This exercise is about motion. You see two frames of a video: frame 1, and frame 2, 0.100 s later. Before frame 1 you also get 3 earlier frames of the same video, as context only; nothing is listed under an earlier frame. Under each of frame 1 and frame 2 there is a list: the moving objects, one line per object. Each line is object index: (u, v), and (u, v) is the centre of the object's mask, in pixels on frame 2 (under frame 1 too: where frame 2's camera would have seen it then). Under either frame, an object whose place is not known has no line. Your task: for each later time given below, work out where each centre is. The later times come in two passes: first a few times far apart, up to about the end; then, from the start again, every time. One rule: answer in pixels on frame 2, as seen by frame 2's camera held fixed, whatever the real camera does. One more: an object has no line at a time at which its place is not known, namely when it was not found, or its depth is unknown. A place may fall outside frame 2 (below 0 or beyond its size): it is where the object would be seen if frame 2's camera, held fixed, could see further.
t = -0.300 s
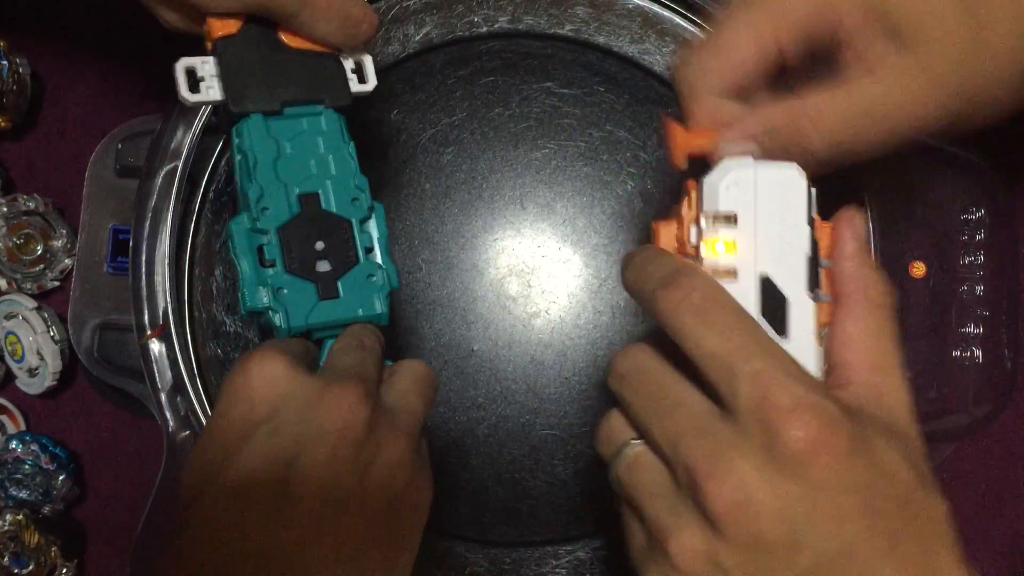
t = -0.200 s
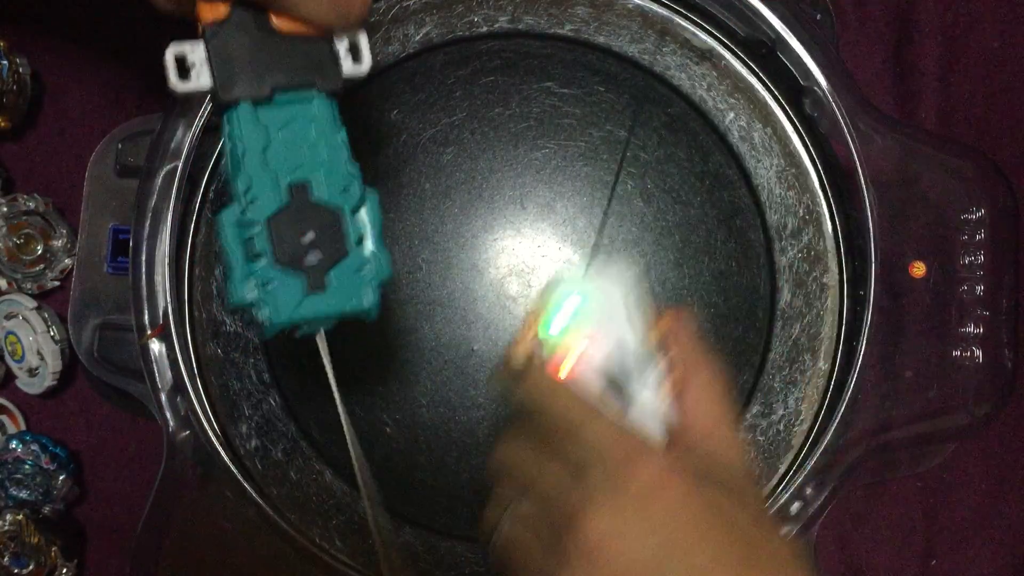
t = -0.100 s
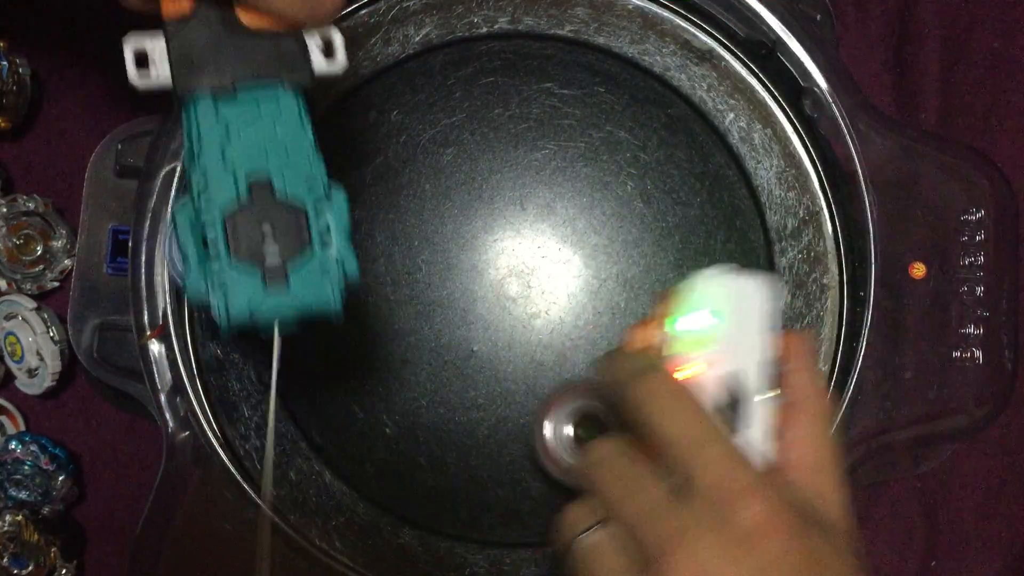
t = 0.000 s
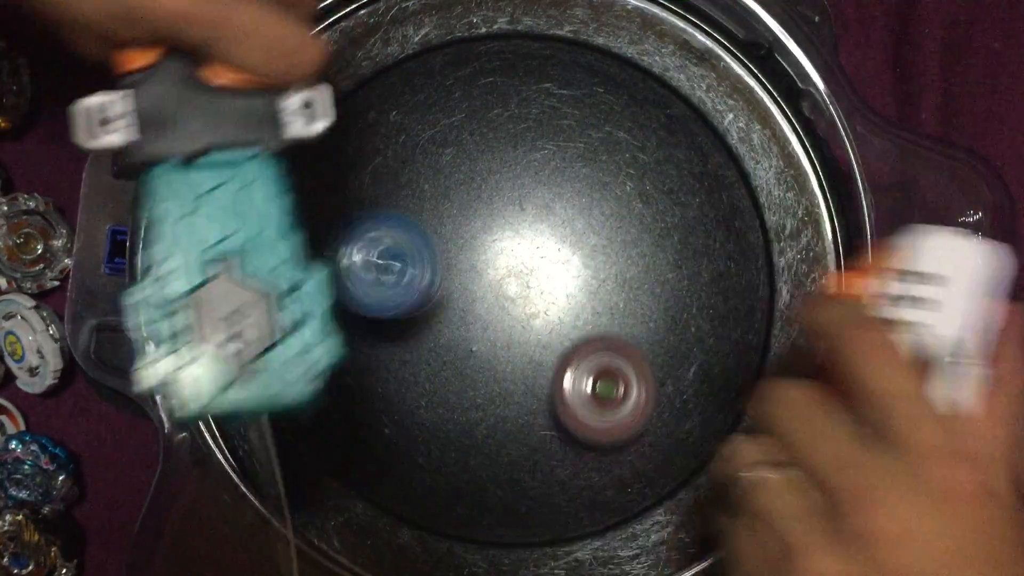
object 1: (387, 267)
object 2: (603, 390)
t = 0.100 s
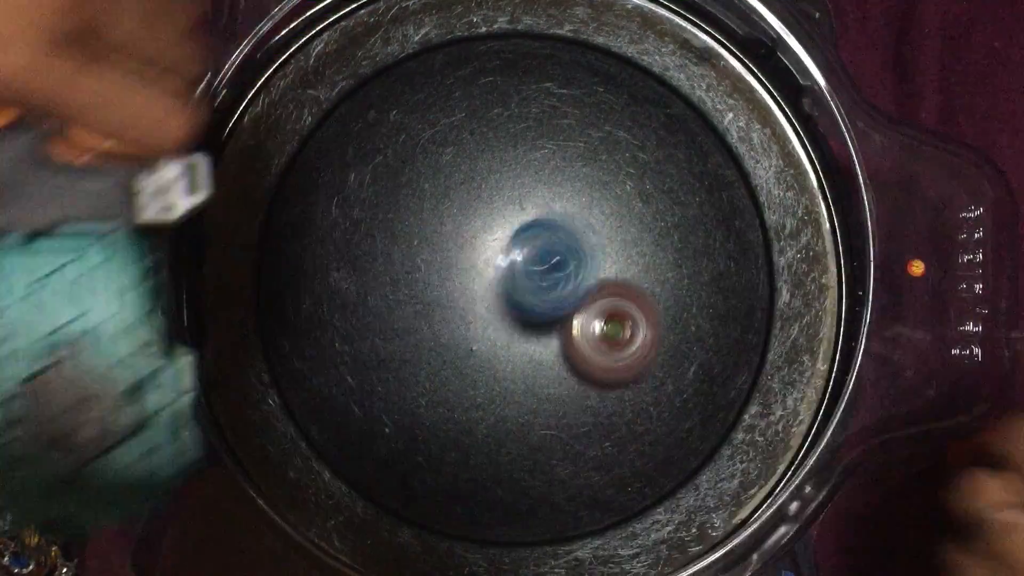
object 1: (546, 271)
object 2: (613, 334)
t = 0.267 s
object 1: (703, 160)
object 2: (645, 288)
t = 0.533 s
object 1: (661, 131)
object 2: (580, 235)
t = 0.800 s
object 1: (502, 164)
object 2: (494, 274)
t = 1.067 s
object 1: (532, 224)
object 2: (502, 324)
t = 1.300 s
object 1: (645, 274)
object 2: (522, 337)
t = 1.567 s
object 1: (673, 270)
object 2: (532, 342)
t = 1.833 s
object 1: (625, 276)
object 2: (513, 337)
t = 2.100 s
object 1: (676, 319)
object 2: (477, 339)
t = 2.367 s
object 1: (608, 298)
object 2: (465, 332)
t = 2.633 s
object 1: (574, 395)
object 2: (436, 314)
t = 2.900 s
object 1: (628, 334)
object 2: (488, 313)
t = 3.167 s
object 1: (548, 209)
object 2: (429, 277)
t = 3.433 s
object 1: (492, 238)
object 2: (410, 310)
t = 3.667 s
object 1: (672, 202)
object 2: (383, 361)
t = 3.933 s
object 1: (589, 111)
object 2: (463, 340)
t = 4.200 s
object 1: (445, 266)
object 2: (510, 362)
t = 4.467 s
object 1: (403, 297)
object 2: (583, 420)
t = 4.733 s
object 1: (480, 277)
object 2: (672, 423)
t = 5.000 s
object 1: (361, 166)
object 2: (676, 384)
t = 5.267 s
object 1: (407, 286)
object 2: (572, 322)
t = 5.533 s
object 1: (514, 196)
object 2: (567, 318)
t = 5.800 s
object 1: (450, 171)
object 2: (526, 285)
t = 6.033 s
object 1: (435, 224)
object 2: (557, 328)
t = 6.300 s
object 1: (528, 227)
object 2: (594, 338)
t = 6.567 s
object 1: (533, 192)
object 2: (608, 329)
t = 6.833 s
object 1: (516, 264)
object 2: (608, 343)
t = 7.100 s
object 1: (499, 205)
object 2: (587, 405)
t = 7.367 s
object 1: (432, 135)
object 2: (555, 382)
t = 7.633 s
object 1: (447, 229)
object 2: (522, 307)
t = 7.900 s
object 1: (500, 234)
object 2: (564, 314)
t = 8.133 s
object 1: (568, 214)
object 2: (605, 332)
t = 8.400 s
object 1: (569, 236)
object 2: (600, 340)
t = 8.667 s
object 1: (500, 269)
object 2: (575, 339)
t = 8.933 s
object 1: (443, 318)
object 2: (557, 317)
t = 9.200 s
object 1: (483, 306)
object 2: (570, 251)
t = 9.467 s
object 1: (477, 274)
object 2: (608, 202)
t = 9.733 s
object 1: (503, 249)
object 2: (595, 222)
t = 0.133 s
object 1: (586, 241)
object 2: (627, 330)
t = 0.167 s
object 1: (625, 213)
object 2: (636, 324)
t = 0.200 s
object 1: (660, 194)
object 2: (642, 313)
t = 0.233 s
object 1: (685, 178)
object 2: (644, 302)
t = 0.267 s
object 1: (703, 160)
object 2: (645, 288)
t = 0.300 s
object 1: (718, 150)
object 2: (644, 275)
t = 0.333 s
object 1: (728, 142)
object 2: (640, 264)
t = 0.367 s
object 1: (730, 136)
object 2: (637, 252)
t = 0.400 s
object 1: (720, 138)
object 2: (633, 241)
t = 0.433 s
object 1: (704, 142)
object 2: (628, 231)
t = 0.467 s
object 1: (687, 144)
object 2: (622, 225)
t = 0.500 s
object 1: (676, 136)
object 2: (601, 230)
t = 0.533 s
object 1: (661, 131)
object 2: (580, 235)
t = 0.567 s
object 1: (642, 128)
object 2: (561, 240)
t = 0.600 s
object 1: (622, 127)
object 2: (543, 244)
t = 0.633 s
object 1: (599, 130)
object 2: (529, 248)
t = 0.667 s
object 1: (577, 135)
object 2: (518, 251)
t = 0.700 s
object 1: (554, 143)
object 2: (510, 254)
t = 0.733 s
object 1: (531, 151)
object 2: (506, 257)
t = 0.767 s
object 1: (513, 159)
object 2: (502, 262)
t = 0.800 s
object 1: (502, 164)
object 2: (494, 274)
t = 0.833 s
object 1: (495, 170)
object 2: (491, 283)
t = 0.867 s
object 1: (490, 176)
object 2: (491, 289)
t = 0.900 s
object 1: (489, 187)
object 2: (492, 294)
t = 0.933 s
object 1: (490, 195)
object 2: (494, 301)
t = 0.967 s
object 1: (496, 202)
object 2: (495, 310)
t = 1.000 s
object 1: (506, 207)
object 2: (497, 316)
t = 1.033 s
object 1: (517, 216)
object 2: (499, 320)
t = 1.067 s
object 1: (532, 224)
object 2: (502, 324)
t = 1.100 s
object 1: (548, 233)
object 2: (505, 328)
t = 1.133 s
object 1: (565, 242)
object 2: (508, 330)
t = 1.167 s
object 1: (583, 251)
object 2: (511, 332)
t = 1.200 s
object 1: (599, 259)
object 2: (514, 334)
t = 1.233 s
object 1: (615, 266)
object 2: (517, 335)
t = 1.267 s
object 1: (632, 271)
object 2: (519, 336)
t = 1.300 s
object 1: (645, 274)
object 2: (522, 337)
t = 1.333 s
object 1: (656, 277)
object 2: (524, 339)
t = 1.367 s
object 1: (665, 279)
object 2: (526, 340)
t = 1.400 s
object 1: (673, 279)
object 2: (528, 341)
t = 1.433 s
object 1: (677, 278)
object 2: (529, 341)
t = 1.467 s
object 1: (680, 277)
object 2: (530, 341)
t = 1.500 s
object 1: (679, 275)
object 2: (531, 342)
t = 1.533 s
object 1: (677, 273)
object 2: (532, 342)
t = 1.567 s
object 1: (673, 270)
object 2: (532, 342)
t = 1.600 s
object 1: (667, 268)
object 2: (532, 342)
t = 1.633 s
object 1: (660, 267)
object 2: (533, 341)
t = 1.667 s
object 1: (653, 266)
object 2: (533, 340)
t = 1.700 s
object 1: (644, 267)
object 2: (533, 338)
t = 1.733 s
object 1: (635, 269)
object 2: (532, 337)
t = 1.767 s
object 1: (625, 271)
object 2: (532, 336)
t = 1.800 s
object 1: (617, 276)
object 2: (529, 335)
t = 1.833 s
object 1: (625, 276)
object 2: (513, 337)
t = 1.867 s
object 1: (631, 278)
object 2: (500, 339)
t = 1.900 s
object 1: (637, 282)
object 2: (493, 338)
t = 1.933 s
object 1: (643, 289)
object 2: (489, 339)
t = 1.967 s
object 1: (649, 297)
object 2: (486, 339)
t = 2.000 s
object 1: (656, 305)
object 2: (484, 340)
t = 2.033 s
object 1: (663, 312)
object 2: (481, 340)
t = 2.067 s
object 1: (670, 317)
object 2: (479, 340)
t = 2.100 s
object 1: (676, 319)
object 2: (477, 339)
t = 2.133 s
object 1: (680, 318)
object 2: (474, 339)
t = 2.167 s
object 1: (683, 315)
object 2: (471, 339)
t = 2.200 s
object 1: (682, 308)
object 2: (469, 338)
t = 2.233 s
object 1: (677, 302)
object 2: (468, 338)
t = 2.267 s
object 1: (666, 297)
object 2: (467, 337)
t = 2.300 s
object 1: (650, 294)
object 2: (466, 335)
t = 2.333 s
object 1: (631, 294)
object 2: (465, 334)
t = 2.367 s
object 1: (608, 298)
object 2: (465, 332)
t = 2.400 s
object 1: (584, 305)
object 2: (465, 330)
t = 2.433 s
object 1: (565, 315)
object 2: (462, 327)
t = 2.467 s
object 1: (563, 326)
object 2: (445, 325)
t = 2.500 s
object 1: (561, 340)
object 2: (435, 323)
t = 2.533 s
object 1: (561, 354)
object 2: (430, 321)
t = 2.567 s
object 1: (563, 369)
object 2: (429, 318)
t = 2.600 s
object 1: (568, 382)
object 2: (432, 316)
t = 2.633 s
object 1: (574, 395)
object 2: (436, 314)
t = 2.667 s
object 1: (581, 404)
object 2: (442, 312)
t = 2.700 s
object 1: (591, 409)
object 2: (449, 311)
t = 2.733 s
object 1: (602, 411)
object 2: (456, 310)
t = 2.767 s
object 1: (613, 407)
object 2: (463, 310)
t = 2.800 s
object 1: (625, 397)
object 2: (471, 310)
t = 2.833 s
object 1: (632, 380)
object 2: (477, 311)
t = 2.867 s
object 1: (634, 358)
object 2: (484, 312)
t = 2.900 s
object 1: (628, 334)
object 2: (488, 313)
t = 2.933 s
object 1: (615, 312)
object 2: (490, 313)
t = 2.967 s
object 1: (595, 291)
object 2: (492, 310)
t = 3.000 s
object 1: (591, 270)
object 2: (477, 305)
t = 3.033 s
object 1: (594, 254)
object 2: (456, 298)
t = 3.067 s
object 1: (592, 237)
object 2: (442, 293)
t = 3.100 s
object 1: (583, 224)
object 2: (434, 287)
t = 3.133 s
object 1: (568, 216)
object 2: (430, 282)
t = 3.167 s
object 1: (548, 209)
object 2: (429, 277)
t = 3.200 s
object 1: (526, 209)
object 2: (432, 274)
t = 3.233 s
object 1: (513, 207)
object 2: (426, 277)
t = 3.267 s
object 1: (515, 199)
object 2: (411, 288)
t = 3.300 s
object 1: (513, 198)
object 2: (401, 296)
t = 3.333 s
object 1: (507, 201)
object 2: (398, 301)
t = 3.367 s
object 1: (499, 211)
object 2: (399, 304)
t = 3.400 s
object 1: (494, 223)
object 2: (404, 308)
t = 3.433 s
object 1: (492, 238)
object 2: (410, 310)
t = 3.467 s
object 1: (513, 246)
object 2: (403, 320)
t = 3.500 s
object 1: (553, 247)
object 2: (384, 335)
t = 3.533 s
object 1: (585, 244)
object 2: (372, 347)
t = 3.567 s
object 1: (616, 236)
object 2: (367, 355)
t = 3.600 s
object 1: (640, 227)
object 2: (367, 359)
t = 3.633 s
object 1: (658, 217)
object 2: (374, 360)
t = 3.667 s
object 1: (672, 202)
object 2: (383, 361)
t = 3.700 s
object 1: (680, 188)
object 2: (394, 359)
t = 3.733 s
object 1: (683, 173)
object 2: (405, 357)
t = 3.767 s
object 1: (682, 157)
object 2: (415, 355)
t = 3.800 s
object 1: (675, 141)
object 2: (426, 352)
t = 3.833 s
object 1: (662, 125)
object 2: (437, 348)
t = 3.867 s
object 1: (642, 114)
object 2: (446, 346)
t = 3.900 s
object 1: (617, 108)
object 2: (454, 342)
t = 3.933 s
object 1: (589, 111)
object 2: (463, 340)
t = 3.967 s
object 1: (561, 123)
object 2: (470, 336)
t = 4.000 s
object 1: (535, 144)
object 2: (478, 334)
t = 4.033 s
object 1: (512, 166)
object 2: (485, 331)
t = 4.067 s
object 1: (489, 196)
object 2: (491, 328)
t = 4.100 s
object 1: (475, 225)
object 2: (496, 328)
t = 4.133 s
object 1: (460, 235)
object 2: (502, 343)
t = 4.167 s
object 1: (450, 249)
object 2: (506, 355)
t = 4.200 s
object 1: (445, 266)
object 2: (510, 362)
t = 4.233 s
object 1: (443, 283)
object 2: (513, 364)
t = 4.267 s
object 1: (436, 287)
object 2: (522, 375)
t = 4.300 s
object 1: (421, 277)
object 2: (538, 397)
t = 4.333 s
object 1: (412, 274)
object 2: (553, 412)
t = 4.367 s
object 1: (406, 273)
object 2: (563, 420)
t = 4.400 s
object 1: (403, 277)
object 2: (571, 422)
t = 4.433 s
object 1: (401, 285)
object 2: (578, 422)
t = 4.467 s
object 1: (403, 297)
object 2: (583, 420)
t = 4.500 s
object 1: (409, 314)
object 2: (588, 417)
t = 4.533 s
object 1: (420, 331)
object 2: (591, 414)
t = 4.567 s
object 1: (437, 345)
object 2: (594, 409)
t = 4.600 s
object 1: (461, 356)
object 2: (596, 405)
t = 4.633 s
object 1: (487, 357)
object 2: (598, 399)
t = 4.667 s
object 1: (503, 345)
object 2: (607, 400)
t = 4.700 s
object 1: (489, 309)
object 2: (643, 415)
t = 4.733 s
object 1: (480, 277)
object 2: (672, 423)
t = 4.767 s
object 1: (465, 249)
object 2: (690, 426)
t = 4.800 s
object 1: (454, 224)
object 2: (700, 425)
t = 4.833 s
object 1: (438, 206)
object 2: (703, 422)
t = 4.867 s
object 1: (425, 189)
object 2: (704, 418)
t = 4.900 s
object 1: (407, 179)
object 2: (701, 411)
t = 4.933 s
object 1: (393, 171)
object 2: (696, 403)
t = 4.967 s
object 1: (377, 167)
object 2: (688, 395)
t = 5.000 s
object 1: (361, 166)
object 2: (676, 384)
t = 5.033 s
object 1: (348, 172)
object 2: (665, 374)
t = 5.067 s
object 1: (334, 181)
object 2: (651, 365)
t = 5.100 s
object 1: (327, 197)
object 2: (636, 354)
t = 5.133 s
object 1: (326, 218)
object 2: (623, 345)
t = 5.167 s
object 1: (338, 239)
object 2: (609, 338)
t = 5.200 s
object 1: (354, 258)
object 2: (596, 331)
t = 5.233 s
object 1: (380, 274)
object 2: (583, 326)
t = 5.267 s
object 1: (407, 286)
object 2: (572, 322)
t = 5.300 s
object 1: (441, 292)
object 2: (562, 318)
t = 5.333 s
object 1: (461, 290)
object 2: (562, 318)
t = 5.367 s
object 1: (469, 280)
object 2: (572, 322)
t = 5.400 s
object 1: (483, 265)
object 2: (577, 325)
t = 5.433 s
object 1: (493, 252)
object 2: (578, 325)
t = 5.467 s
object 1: (502, 233)
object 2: (576, 324)
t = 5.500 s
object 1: (510, 214)
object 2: (572, 321)
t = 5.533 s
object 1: (514, 196)
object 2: (567, 318)
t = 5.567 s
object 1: (513, 181)
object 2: (561, 314)
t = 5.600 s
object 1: (507, 163)
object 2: (555, 310)
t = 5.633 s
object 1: (500, 151)
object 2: (550, 306)
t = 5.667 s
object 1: (489, 144)
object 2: (545, 302)
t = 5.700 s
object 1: (476, 141)
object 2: (539, 298)
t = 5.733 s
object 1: (464, 146)
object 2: (535, 294)
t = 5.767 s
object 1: (456, 156)
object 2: (530, 289)
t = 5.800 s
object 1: (450, 171)
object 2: (526, 285)
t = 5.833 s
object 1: (450, 190)
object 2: (522, 281)
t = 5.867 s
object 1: (449, 202)
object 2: (524, 284)
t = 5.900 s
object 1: (440, 201)
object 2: (535, 300)
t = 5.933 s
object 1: (435, 203)
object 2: (544, 313)
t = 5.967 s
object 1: (432, 208)
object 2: (551, 322)
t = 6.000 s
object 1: (432, 215)
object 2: (555, 327)
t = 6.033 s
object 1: (435, 224)
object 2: (557, 328)
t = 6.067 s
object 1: (443, 233)
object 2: (557, 326)
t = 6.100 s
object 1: (453, 241)
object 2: (558, 322)
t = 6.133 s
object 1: (466, 248)
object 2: (560, 318)
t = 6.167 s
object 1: (482, 253)
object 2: (561, 316)
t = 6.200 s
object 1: (490, 248)
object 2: (574, 325)
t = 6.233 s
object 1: (502, 241)
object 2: (584, 332)
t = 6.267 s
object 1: (515, 234)
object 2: (590, 337)
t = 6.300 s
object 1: (528, 227)
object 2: (594, 338)
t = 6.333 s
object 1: (538, 219)
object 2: (598, 337)
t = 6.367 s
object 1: (544, 210)
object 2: (601, 336)
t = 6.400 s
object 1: (549, 200)
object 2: (603, 334)
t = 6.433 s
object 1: (550, 193)
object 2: (605, 333)
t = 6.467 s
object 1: (550, 189)
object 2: (606, 332)
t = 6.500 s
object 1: (545, 186)
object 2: (607, 331)
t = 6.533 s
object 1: (540, 188)
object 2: (607, 330)
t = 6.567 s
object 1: (533, 192)
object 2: (608, 329)
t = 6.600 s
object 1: (529, 199)
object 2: (607, 329)
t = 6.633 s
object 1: (525, 210)
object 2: (606, 328)
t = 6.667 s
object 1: (524, 223)
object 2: (605, 327)
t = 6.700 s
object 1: (523, 239)
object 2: (605, 327)
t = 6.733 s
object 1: (526, 253)
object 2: (603, 326)
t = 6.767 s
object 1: (523, 259)
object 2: (607, 331)
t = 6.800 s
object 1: (519, 261)
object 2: (609, 339)
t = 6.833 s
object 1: (516, 264)
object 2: (608, 343)
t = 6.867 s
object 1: (513, 269)
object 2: (607, 343)
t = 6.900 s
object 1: (509, 276)
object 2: (605, 343)
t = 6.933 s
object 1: (508, 281)
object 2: (603, 343)
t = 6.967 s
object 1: (509, 286)
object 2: (599, 342)
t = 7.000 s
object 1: (510, 284)
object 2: (596, 346)
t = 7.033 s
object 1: (506, 253)
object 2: (595, 373)
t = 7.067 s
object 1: (503, 226)
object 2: (591, 392)
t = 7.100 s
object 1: (499, 205)
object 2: (587, 405)
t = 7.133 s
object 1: (493, 188)
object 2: (581, 409)
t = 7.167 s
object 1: (486, 176)
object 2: (577, 408)
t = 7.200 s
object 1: (478, 166)
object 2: (573, 405)
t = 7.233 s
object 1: (469, 158)
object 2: (570, 401)
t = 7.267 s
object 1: (462, 149)
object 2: (566, 397)
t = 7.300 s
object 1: (453, 142)
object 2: (563, 393)
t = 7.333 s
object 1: (442, 137)
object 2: (559, 388)
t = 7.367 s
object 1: (432, 135)
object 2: (555, 382)
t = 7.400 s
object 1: (421, 137)
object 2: (552, 376)
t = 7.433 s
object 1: (416, 145)
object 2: (549, 370)
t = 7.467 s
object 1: (412, 156)
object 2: (545, 363)
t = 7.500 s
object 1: (413, 170)
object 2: (540, 353)
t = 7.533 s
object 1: (417, 185)
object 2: (536, 343)
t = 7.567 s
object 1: (425, 202)
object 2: (531, 331)
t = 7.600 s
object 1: (437, 219)
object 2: (525, 317)
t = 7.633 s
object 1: (447, 229)
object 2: (522, 307)
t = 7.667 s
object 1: (446, 222)
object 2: (533, 314)
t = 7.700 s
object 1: (449, 220)
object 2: (542, 318)
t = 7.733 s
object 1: (454, 221)
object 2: (549, 320)
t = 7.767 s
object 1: (460, 223)
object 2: (552, 320)
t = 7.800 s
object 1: (468, 228)
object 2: (554, 317)
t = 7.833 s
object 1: (479, 231)
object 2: (556, 314)
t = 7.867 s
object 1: (491, 235)
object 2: (558, 310)
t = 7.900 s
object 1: (500, 234)
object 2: (564, 314)
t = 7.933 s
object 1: (509, 229)
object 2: (573, 323)
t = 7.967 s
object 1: (523, 226)
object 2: (582, 328)
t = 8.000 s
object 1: (532, 223)
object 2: (590, 331)
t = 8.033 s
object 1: (544, 220)
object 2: (597, 331)
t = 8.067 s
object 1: (554, 218)
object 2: (600, 332)
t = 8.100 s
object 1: (561, 216)
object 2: (603, 332)
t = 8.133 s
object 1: (568, 214)
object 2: (605, 332)
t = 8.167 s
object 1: (570, 213)
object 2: (607, 332)
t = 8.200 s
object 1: (573, 214)
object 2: (607, 333)
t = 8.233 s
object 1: (573, 216)
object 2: (607, 333)
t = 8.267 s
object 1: (573, 220)
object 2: (606, 334)
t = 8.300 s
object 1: (572, 224)
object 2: (606, 334)
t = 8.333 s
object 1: (572, 229)
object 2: (604, 335)
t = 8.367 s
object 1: (571, 236)
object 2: (602, 335)
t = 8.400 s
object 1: (569, 236)
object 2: (600, 340)
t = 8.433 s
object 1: (560, 234)
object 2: (598, 345)
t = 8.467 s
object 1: (553, 234)
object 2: (594, 347)
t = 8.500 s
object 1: (543, 235)
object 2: (591, 346)
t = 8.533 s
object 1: (533, 237)
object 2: (588, 346)
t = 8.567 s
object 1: (522, 244)
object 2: (586, 344)
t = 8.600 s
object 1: (515, 251)
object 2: (582, 343)
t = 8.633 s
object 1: (508, 261)
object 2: (578, 340)
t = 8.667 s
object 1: (500, 269)
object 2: (575, 339)
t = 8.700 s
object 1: (490, 275)
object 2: (573, 339)
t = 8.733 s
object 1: (481, 280)
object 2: (570, 337)
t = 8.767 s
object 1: (469, 285)
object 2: (568, 335)
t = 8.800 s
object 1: (459, 290)
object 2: (566, 333)
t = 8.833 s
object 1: (450, 296)
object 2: (564, 330)
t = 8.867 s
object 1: (444, 304)
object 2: (561, 326)
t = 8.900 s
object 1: (442, 311)
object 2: (559, 321)
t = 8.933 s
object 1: (443, 318)
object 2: (557, 317)
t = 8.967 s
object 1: (445, 323)
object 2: (555, 311)
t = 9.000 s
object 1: (451, 326)
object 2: (552, 305)
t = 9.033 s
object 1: (456, 329)
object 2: (552, 298)
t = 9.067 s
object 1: (455, 326)
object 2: (557, 291)
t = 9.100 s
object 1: (460, 324)
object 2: (561, 280)
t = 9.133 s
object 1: (467, 320)
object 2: (564, 269)
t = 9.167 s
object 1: (474, 313)
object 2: (566, 259)
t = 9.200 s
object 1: (483, 306)
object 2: (570, 251)
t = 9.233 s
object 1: (481, 300)
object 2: (581, 240)
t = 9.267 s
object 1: (477, 296)
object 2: (589, 228)
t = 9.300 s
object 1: (477, 294)
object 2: (596, 217)
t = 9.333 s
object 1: (475, 289)
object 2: (602, 211)
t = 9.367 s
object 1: (475, 285)
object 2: (605, 206)
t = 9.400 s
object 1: (475, 281)
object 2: (607, 204)
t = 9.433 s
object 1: (476, 277)
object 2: (608, 202)
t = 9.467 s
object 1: (477, 274)
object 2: (608, 202)
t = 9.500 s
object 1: (480, 269)
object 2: (608, 203)
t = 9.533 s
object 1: (482, 267)
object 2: (608, 204)
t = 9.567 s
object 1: (485, 263)
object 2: (606, 206)
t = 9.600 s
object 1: (488, 260)
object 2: (605, 209)
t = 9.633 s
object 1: (491, 258)
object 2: (603, 212)
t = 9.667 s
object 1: (495, 255)
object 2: (600, 215)
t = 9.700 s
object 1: (500, 252)
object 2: (597, 218)
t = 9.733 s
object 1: (503, 249)
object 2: (595, 222)
